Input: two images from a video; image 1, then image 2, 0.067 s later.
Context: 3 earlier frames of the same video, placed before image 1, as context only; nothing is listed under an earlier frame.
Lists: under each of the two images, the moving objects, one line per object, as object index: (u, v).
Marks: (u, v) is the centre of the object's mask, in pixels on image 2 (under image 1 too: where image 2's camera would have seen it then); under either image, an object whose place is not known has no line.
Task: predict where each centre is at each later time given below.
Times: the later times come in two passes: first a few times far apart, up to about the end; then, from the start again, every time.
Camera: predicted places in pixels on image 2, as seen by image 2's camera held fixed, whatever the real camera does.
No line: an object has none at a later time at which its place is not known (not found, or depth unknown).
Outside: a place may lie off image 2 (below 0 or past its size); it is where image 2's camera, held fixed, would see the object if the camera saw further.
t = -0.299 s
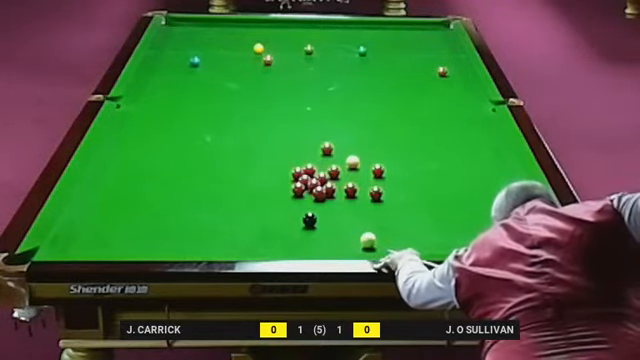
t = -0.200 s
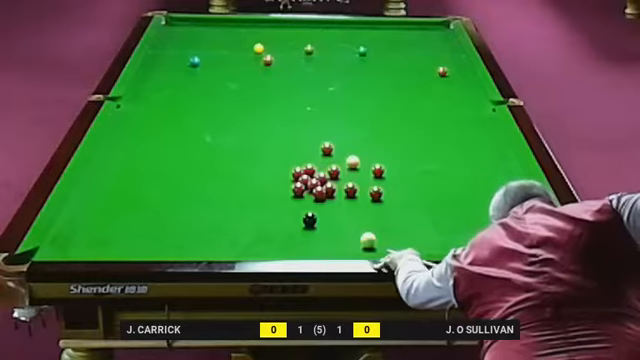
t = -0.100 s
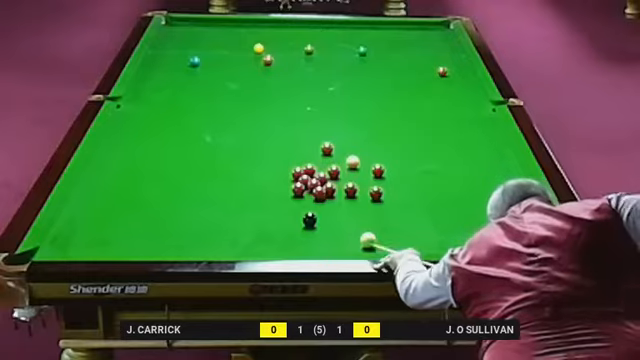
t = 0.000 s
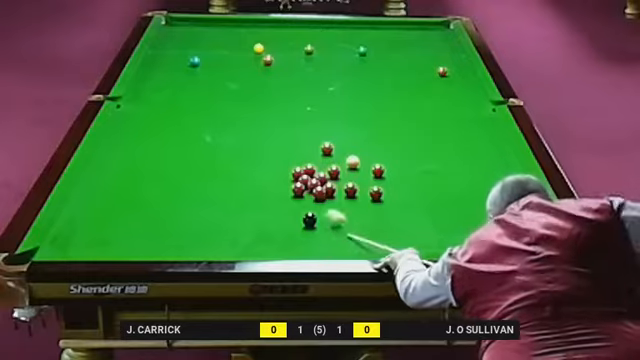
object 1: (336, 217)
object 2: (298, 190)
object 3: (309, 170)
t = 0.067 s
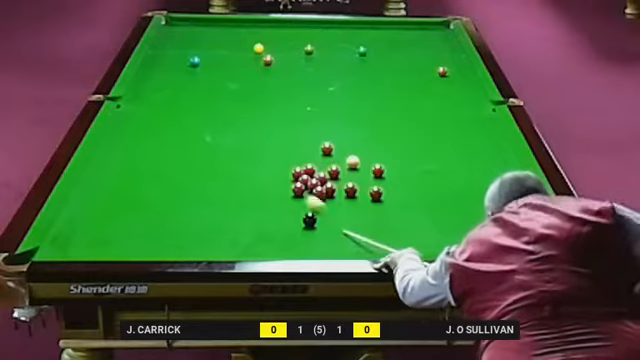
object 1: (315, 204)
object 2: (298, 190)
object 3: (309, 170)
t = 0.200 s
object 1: (280, 194)
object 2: (292, 184)
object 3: (308, 167)
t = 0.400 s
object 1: (241, 194)
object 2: (270, 180)
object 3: (307, 156)
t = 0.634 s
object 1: (197, 194)
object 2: (247, 174)
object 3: (305, 142)
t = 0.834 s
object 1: (160, 194)
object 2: (229, 169)
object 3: (302, 131)
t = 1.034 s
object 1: (124, 195)
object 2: (212, 165)
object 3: (301, 121)
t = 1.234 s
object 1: (89, 195)
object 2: (196, 161)
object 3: (299, 112)
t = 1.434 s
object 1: (88, 197)
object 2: (181, 157)
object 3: (298, 103)
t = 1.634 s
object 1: (110, 202)
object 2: (168, 154)
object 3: (297, 95)
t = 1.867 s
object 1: (133, 206)
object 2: (153, 150)
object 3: (296, 86)
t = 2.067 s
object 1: (153, 210)
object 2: (141, 148)
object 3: (295, 80)
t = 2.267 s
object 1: (171, 213)
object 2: (130, 145)
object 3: (294, 73)
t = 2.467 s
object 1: (189, 216)
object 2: (120, 143)
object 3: (293, 67)
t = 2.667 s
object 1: (206, 220)
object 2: (111, 141)
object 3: (291, 62)
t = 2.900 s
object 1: (225, 223)
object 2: (107, 139)
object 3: (290, 56)
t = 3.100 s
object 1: (240, 226)
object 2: (114, 138)
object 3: (290, 51)
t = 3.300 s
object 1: (254, 228)
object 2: (120, 137)
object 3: (289, 47)
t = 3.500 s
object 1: (268, 231)
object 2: (125, 137)
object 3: (288, 42)
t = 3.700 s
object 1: (280, 234)
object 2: (129, 136)
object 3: (287, 39)
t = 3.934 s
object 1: (294, 236)
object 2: (133, 136)
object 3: (286, 35)
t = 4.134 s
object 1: (304, 239)
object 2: (135, 135)
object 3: (285, 32)
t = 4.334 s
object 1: (313, 241)
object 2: (136, 135)
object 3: (284, 28)
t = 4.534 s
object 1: (322, 242)
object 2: (136, 135)
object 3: (284, 25)
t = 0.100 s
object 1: (305, 198)
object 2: (298, 187)
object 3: (309, 170)
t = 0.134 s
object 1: (296, 194)
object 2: (299, 184)
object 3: (309, 170)
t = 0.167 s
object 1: (288, 194)
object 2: (296, 184)
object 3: (309, 168)
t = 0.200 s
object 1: (280, 194)
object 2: (292, 184)
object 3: (308, 167)
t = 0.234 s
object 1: (273, 194)
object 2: (287, 184)
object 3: (307, 166)
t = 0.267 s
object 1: (267, 194)
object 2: (284, 183)
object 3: (307, 164)
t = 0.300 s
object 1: (260, 194)
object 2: (280, 182)
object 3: (308, 163)
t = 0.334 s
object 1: (254, 194)
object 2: (277, 181)
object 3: (307, 160)
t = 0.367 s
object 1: (247, 194)
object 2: (273, 180)
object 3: (307, 158)
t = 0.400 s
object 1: (241, 194)
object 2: (270, 180)
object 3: (307, 156)
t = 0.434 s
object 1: (235, 194)
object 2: (267, 179)
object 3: (306, 154)
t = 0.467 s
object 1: (228, 194)
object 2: (263, 178)
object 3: (306, 152)
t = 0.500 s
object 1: (222, 194)
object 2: (260, 177)
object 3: (306, 150)
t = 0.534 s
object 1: (216, 194)
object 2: (257, 176)
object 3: (306, 148)
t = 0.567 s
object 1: (209, 194)
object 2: (254, 175)
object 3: (305, 146)
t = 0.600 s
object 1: (203, 194)
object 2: (250, 174)
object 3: (305, 144)
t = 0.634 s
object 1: (197, 194)
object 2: (247, 174)
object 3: (305, 142)
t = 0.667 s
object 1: (191, 194)
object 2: (244, 173)
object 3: (304, 140)
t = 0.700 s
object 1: (185, 194)
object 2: (241, 172)
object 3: (304, 138)
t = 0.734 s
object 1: (178, 194)
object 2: (238, 171)
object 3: (304, 136)
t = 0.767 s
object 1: (173, 194)
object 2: (235, 171)
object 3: (303, 135)
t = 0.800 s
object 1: (166, 194)
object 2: (232, 170)
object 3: (303, 133)
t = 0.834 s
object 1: (160, 194)
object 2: (229, 169)
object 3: (302, 131)
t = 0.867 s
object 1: (154, 194)
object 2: (226, 168)
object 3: (302, 129)
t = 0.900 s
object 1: (148, 194)
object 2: (223, 168)
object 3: (302, 128)
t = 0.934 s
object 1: (142, 195)
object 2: (220, 167)
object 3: (302, 126)
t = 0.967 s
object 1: (136, 195)
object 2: (217, 166)
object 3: (302, 124)
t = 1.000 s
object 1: (130, 195)
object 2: (215, 166)
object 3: (301, 123)
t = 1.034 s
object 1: (124, 195)
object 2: (212, 165)
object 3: (301, 121)
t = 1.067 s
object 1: (118, 195)
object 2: (209, 165)
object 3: (301, 119)
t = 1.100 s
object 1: (113, 195)
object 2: (206, 164)
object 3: (300, 118)
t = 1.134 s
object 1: (106, 195)
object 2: (204, 163)
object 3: (300, 116)
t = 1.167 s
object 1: (100, 195)
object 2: (201, 162)
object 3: (300, 115)
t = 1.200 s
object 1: (95, 195)
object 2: (199, 162)
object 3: (300, 113)
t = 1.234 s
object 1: (89, 195)
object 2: (196, 161)
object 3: (299, 112)
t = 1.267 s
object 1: (83, 195)
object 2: (194, 160)
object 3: (299, 110)
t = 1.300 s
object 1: (78, 195)
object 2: (191, 160)
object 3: (299, 109)
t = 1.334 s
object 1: (77, 195)
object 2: (188, 159)
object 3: (299, 107)
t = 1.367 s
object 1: (81, 196)
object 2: (186, 159)
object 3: (298, 106)
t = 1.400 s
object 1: (85, 197)
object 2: (183, 158)
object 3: (298, 105)
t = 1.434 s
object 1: (88, 197)
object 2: (181, 157)
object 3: (298, 103)
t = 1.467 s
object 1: (92, 198)
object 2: (179, 156)
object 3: (298, 102)
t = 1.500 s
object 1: (96, 199)
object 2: (176, 156)
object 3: (298, 100)
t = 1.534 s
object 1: (99, 200)
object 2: (174, 156)
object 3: (297, 99)
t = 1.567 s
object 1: (102, 200)
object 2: (172, 155)
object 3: (297, 98)
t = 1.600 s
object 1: (106, 201)
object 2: (170, 154)
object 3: (297, 96)
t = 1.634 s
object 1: (110, 202)
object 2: (168, 154)
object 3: (297, 95)
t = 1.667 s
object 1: (113, 202)
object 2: (165, 153)
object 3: (297, 94)
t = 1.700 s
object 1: (117, 203)
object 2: (163, 152)
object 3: (296, 93)
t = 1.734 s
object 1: (120, 203)
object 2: (161, 152)
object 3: (296, 91)
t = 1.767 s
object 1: (123, 204)
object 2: (159, 152)
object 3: (296, 90)
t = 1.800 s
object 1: (127, 205)
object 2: (157, 151)
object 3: (296, 89)
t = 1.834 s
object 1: (130, 205)
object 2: (155, 151)
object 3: (296, 88)
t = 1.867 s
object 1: (133, 206)
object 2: (153, 150)
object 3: (296, 86)
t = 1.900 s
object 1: (136, 206)
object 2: (151, 150)
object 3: (295, 85)
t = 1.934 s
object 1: (140, 207)
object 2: (149, 149)
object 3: (295, 84)
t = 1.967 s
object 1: (143, 207)
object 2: (147, 149)
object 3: (295, 83)
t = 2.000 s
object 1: (146, 208)
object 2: (145, 149)
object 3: (295, 82)
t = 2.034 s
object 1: (149, 209)
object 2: (143, 148)
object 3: (295, 81)
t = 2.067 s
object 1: (153, 210)
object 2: (141, 148)
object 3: (295, 80)
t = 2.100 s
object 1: (156, 210)
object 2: (139, 147)
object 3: (295, 78)
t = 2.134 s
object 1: (159, 210)
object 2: (137, 146)
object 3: (294, 77)
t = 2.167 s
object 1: (162, 211)
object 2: (136, 146)
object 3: (294, 76)
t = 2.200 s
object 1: (165, 211)
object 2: (134, 146)
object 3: (294, 75)
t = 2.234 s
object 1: (168, 212)
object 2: (132, 145)
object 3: (294, 74)
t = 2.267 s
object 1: (171, 213)
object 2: (130, 145)
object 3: (294, 73)
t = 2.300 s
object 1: (174, 213)
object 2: (128, 145)
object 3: (293, 72)
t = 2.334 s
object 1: (177, 214)
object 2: (126, 144)
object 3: (293, 71)
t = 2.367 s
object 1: (180, 215)
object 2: (125, 144)
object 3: (293, 70)
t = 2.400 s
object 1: (183, 215)
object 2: (123, 143)
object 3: (293, 69)
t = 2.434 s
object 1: (186, 216)
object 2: (122, 143)
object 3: (293, 69)
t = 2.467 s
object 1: (189, 216)
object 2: (120, 143)
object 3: (293, 67)
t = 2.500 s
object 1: (192, 217)
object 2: (118, 142)
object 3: (292, 67)
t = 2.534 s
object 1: (195, 217)
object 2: (117, 142)
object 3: (292, 66)
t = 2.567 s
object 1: (198, 218)
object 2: (115, 142)
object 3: (292, 65)
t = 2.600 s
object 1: (201, 218)
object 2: (114, 141)
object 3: (292, 64)
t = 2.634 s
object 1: (204, 219)
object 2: (112, 141)
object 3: (292, 63)
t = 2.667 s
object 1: (206, 220)
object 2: (111, 141)
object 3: (291, 62)
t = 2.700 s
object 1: (209, 220)
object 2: (109, 141)
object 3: (291, 61)
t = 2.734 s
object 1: (212, 221)
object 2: (108, 140)
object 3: (291, 60)
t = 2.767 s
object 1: (214, 221)
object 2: (106, 140)
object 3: (291, 59)
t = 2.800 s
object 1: (217, 222)
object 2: (105, 140)
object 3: (291, 58)
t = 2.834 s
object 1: (220, 222)
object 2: (104, 139)
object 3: (291, 58)
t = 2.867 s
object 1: (223, 222)
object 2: (105, 139)
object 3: (291, 57)
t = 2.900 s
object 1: (225, 223)
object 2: (107, 139)
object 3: (290, 56)
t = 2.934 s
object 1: (228, 223)
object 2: (108, 139)
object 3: (290, 55)
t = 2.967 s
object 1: (230, 224)
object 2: (109, 139)
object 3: (290, 55)
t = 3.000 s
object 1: (233, 225)
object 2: (111, 138)
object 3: (290, 54)
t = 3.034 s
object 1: (235, 225)
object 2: (112, 139)
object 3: (290, 53)
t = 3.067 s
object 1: (238, 226)
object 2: (112, 138)
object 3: (290, 53)
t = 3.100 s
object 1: (240, 226)
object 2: (114, 138)
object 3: (290, 51)
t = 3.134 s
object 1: (243, 226)
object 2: (115, 138)
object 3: (290, 51)
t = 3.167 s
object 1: (245, 227)
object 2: (116, 138)
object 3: (290, 50)
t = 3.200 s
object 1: (247, 227)
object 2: (117, 138)
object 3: (290, 49)
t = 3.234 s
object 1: (250, 227)
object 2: (118, 138)
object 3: (289, 48)
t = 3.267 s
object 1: (252, 228)
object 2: (119, 137)
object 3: (289, 47)
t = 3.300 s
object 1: (254, 228)
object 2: (120, 137)
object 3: (289, 47)
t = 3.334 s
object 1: (257, 229)
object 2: (121, 137)
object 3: (289, 46)
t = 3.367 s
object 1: (259, 229)
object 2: (122, 137)
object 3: (288, 45)
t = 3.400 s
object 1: (261, 230)
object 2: (122, 137)
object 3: (288, 44)
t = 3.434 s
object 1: (264, 230)
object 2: (123, 137)
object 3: (288, 44)
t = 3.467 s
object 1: (266, 231)
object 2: (124, 137)
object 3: (288, 43)
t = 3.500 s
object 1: (268, 231)
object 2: (125, 137)
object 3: (288, 42)
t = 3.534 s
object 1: (270, 232)
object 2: (126, 137)
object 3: (288, 42)
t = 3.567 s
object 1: (272, 232)
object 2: (126, 136)
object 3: (288, 42)
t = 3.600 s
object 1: (274, 232)
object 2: (127, 136)
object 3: (287, 41)
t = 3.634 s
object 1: (276, 233)
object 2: (128, 136)
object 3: (287, 40)
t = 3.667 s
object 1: (278, 234)
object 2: (129, 136)
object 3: (287, 39)
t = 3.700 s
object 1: (280, 234)
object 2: (129, 136)
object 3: (287, 39)
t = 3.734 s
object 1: (283, 234)
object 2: (130, 136)
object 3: (287, 39)
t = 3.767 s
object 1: (284, 235)
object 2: (130, 136)
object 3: (287, 37)
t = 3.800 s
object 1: (286, 235)
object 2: (131, 136)
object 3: (287, 36)
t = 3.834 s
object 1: (288, 236)
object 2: (132, 136)
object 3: (287, 36)
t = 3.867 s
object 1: (290, 236)
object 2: (132, 136)
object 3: (286, 35)
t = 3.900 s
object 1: (292, 236)
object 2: (133, 136)
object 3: (286, 35)
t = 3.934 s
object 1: (294, 236)
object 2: (133, 136)
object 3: (286, 35)
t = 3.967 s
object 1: (295, 237)
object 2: (133, 136)
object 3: (286, 34)
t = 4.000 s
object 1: (297, 237)
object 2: (134, 136)
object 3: (286, 34)
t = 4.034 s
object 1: (299, 237)
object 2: (134, 135)
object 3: (286, 33)
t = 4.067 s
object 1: (301, 238)
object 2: (135, 135)
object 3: (286, 33)
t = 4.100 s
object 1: (302, 238)
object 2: (135, 135)
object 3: (286, 33)
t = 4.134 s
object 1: (304, 239)
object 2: (135, 135)
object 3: (285, 32)
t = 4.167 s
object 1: (306, 239)
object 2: (135, 135)
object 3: (285, 32)
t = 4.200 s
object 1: (307, 240)
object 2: (136, 135)
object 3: (285, 30)
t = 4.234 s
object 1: (309, 240)
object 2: (136, 135)
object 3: (285, 30)
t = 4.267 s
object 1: (310, 240)
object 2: (136, 135)
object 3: (284, 29)
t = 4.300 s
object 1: (312, 241)
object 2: (136, 135)
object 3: (284, 29)
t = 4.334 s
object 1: (313, 241)
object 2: (136, 135)
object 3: (284, 28)
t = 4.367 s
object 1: (315, 241)
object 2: (136, 135)
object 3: (284, 27)
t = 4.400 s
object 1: (316, 241)
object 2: (136, 135)
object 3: (284, 27)
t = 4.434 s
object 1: (318, 241)
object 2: (136, 135)
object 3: (284, 27)
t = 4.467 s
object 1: (319, 242)
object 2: (136, 135)
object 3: (284, 26)
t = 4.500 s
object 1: (320, 242)
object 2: (136, 135)
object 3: (284, 26)
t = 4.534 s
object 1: (322, 242)
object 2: (136, 135)
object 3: (284, 25)
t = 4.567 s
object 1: (323, 242)
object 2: (136, 135)
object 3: (284, 25)
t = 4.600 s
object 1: (324, 242)
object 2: (136, 135)
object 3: (283, 24)
